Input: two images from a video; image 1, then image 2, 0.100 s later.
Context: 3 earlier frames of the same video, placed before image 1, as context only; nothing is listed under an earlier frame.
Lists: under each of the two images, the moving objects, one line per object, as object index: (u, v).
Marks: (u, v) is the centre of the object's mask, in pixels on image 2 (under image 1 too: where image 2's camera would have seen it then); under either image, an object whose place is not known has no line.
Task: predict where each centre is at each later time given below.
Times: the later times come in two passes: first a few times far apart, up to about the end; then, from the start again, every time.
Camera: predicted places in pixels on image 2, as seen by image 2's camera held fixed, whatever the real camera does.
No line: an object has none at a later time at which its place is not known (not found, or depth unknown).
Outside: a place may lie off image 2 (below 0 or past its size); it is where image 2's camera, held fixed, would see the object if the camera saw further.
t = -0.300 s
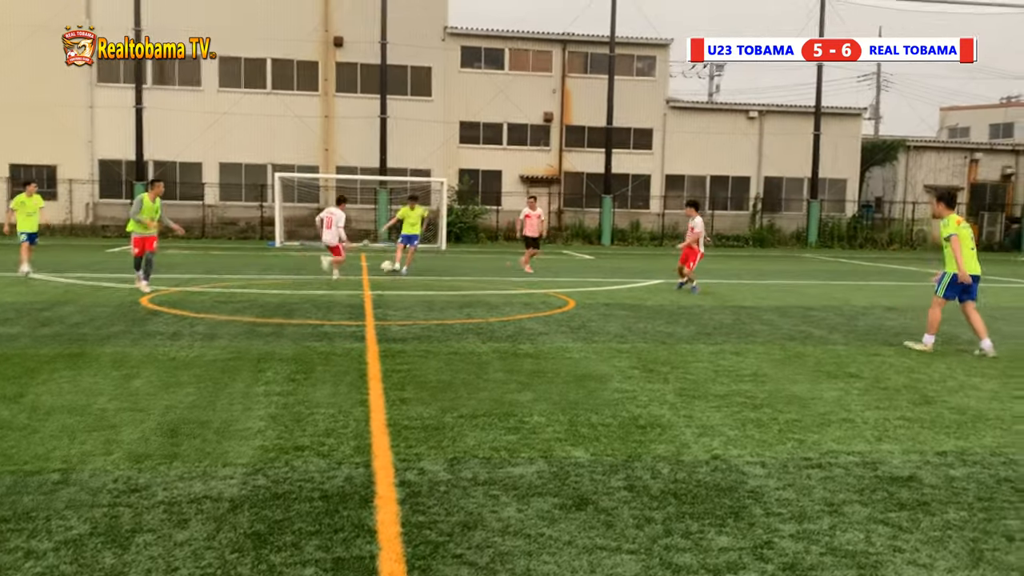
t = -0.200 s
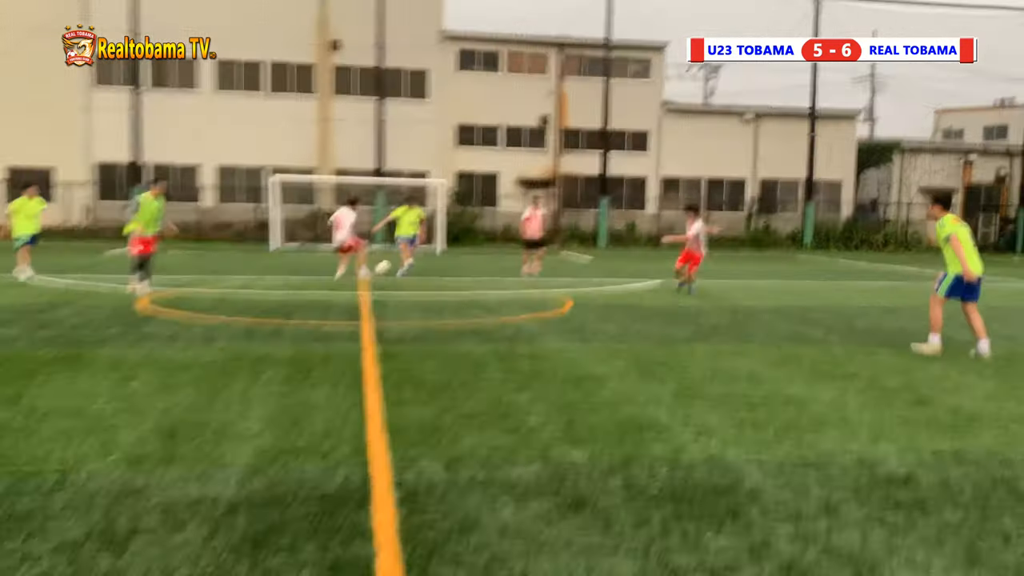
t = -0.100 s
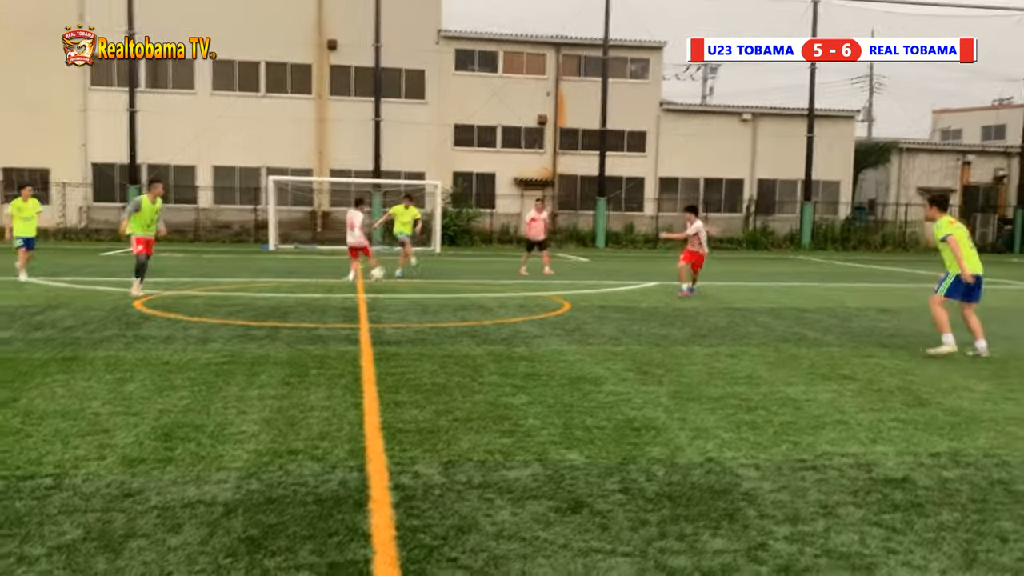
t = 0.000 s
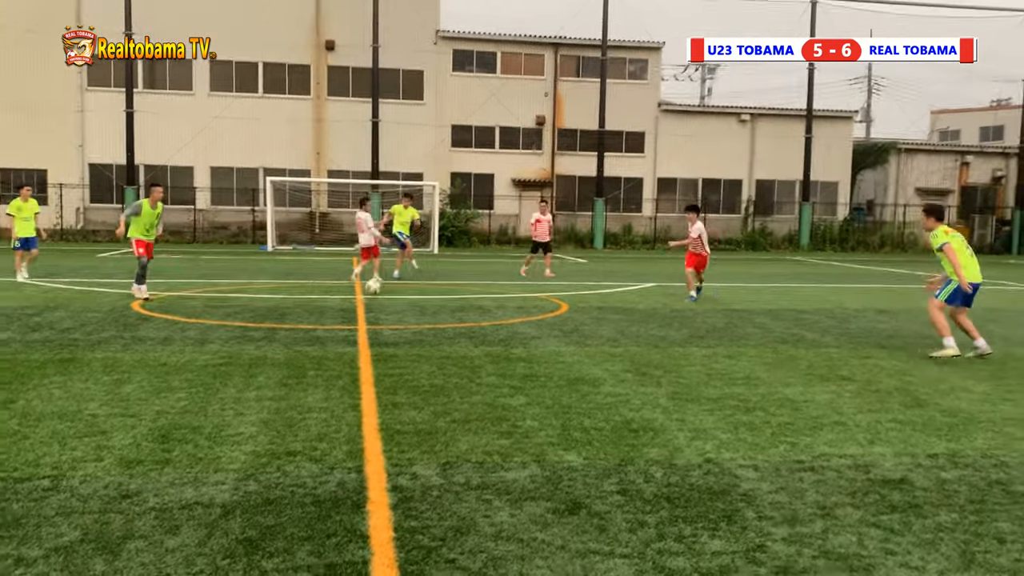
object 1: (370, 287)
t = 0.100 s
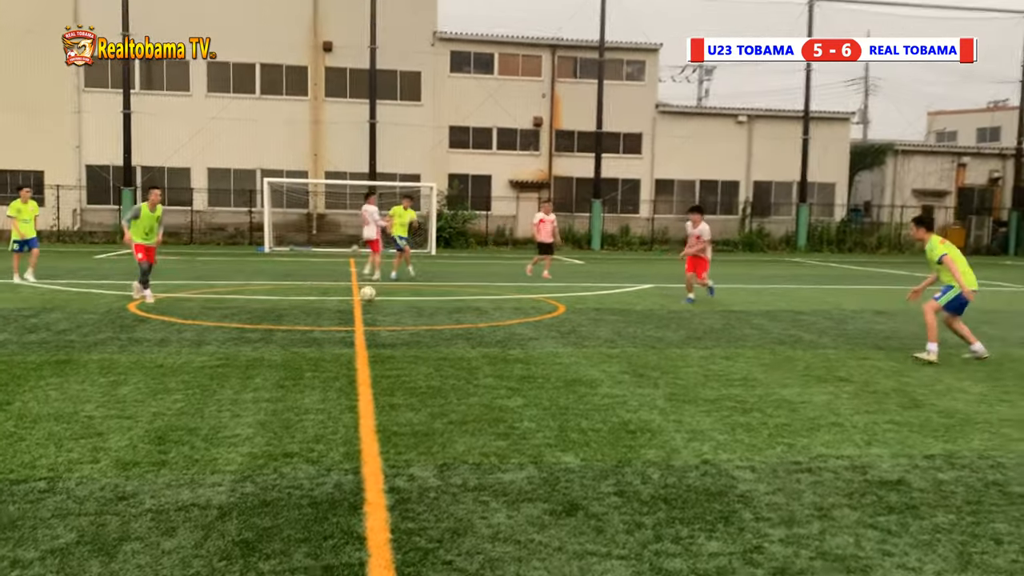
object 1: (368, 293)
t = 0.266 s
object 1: (366, 304)
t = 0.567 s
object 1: (355, 324)
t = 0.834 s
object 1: (344, 340)
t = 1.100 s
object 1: (327, 370)
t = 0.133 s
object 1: (368, 293)
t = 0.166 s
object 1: (364, 293)
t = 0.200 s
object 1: (367, 295)
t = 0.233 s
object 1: (364, 299)
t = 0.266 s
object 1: (366, 304)
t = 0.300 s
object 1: (364, 306)
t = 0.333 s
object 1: (361, 307)
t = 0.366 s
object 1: (363, 304)
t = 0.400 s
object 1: (359, 305)
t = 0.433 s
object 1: (359, 307)
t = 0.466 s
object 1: (358, 309)
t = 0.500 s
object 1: (357, 314)
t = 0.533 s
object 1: (356, 318)
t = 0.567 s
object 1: (355, 324)
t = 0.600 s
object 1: (353, 324)
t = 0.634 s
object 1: (352, 324)
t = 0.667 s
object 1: (351, 324)
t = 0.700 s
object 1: (349, 328)
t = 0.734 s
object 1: (348, 333)
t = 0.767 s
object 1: (346, 337)
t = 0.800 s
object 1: (345, 340)
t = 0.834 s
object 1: (344, 340)
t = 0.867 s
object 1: (342, 341)
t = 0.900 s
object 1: (340, 344)
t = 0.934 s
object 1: (338, 349)
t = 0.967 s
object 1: (336, 355)
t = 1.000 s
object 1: (334, 361)
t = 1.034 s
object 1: (332, 364)
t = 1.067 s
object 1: (330, 366)
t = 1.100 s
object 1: (327, 370)
